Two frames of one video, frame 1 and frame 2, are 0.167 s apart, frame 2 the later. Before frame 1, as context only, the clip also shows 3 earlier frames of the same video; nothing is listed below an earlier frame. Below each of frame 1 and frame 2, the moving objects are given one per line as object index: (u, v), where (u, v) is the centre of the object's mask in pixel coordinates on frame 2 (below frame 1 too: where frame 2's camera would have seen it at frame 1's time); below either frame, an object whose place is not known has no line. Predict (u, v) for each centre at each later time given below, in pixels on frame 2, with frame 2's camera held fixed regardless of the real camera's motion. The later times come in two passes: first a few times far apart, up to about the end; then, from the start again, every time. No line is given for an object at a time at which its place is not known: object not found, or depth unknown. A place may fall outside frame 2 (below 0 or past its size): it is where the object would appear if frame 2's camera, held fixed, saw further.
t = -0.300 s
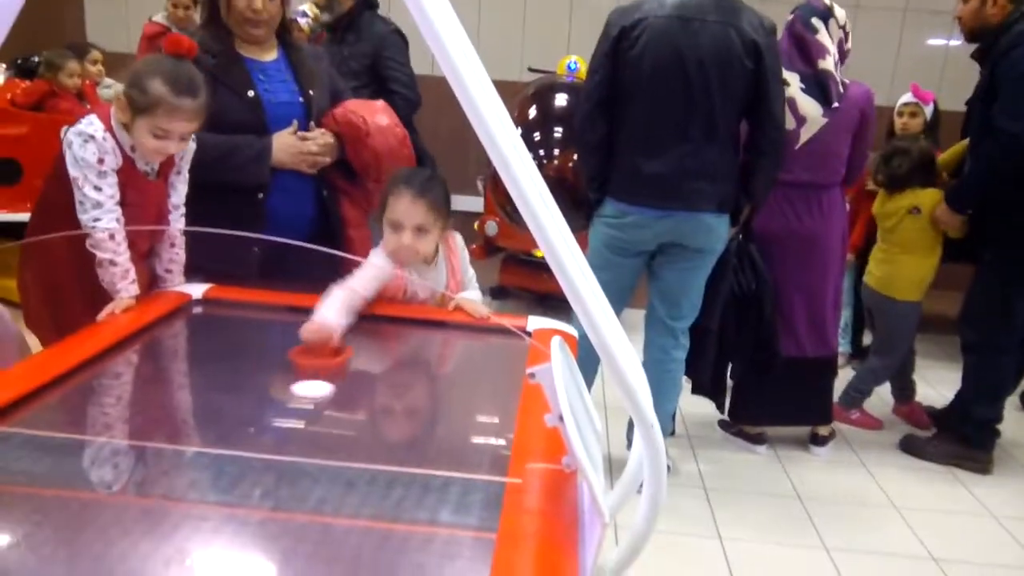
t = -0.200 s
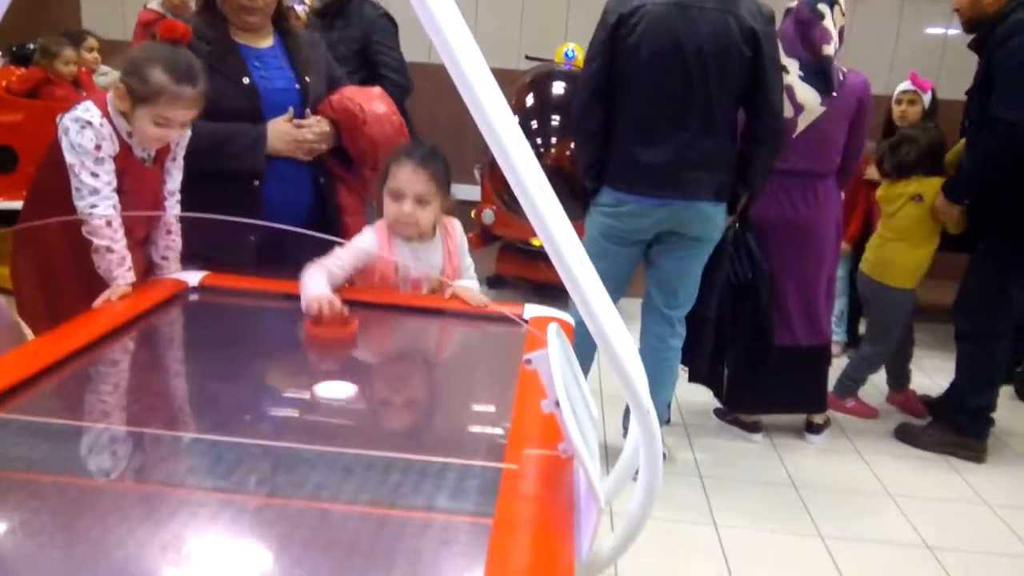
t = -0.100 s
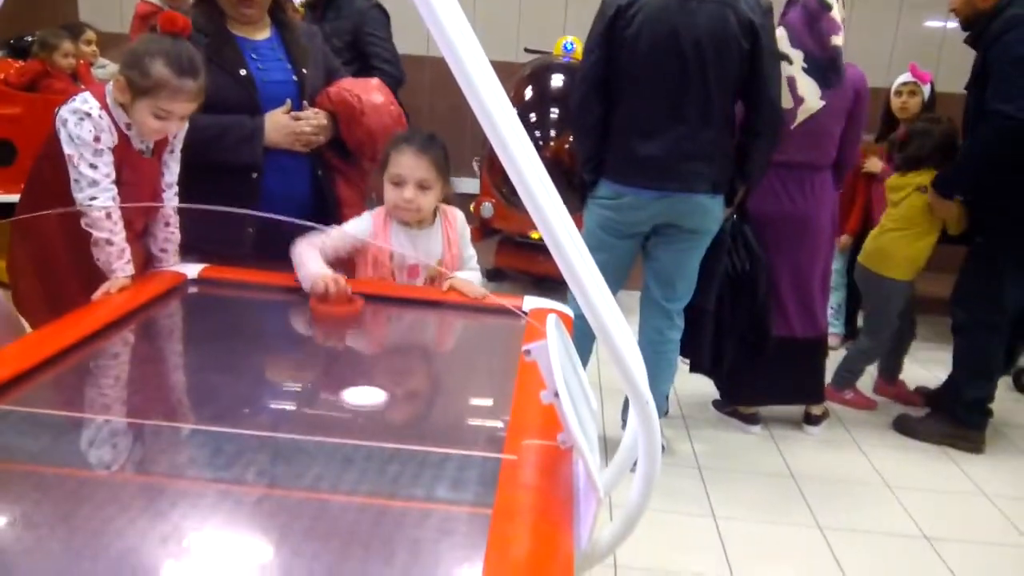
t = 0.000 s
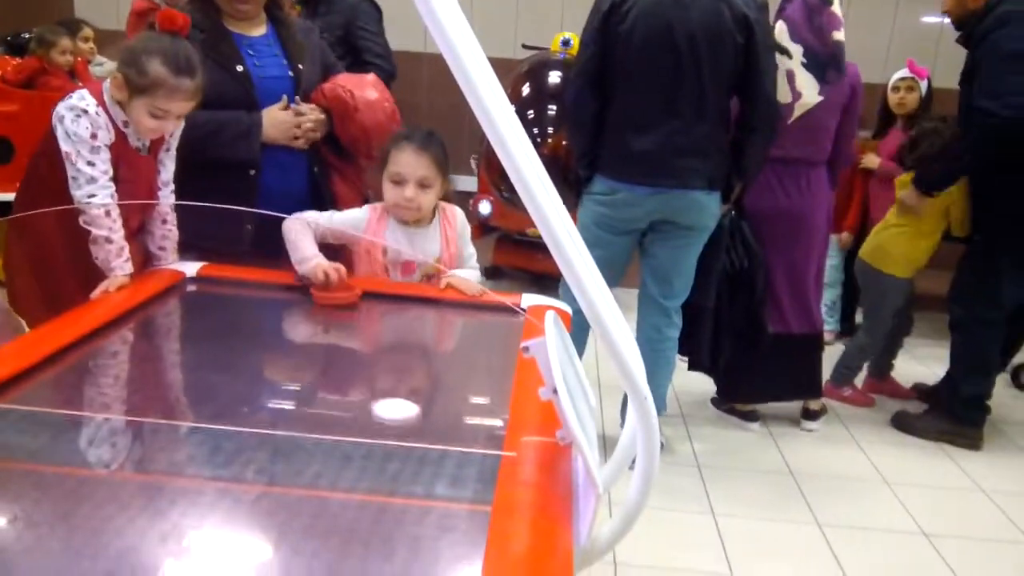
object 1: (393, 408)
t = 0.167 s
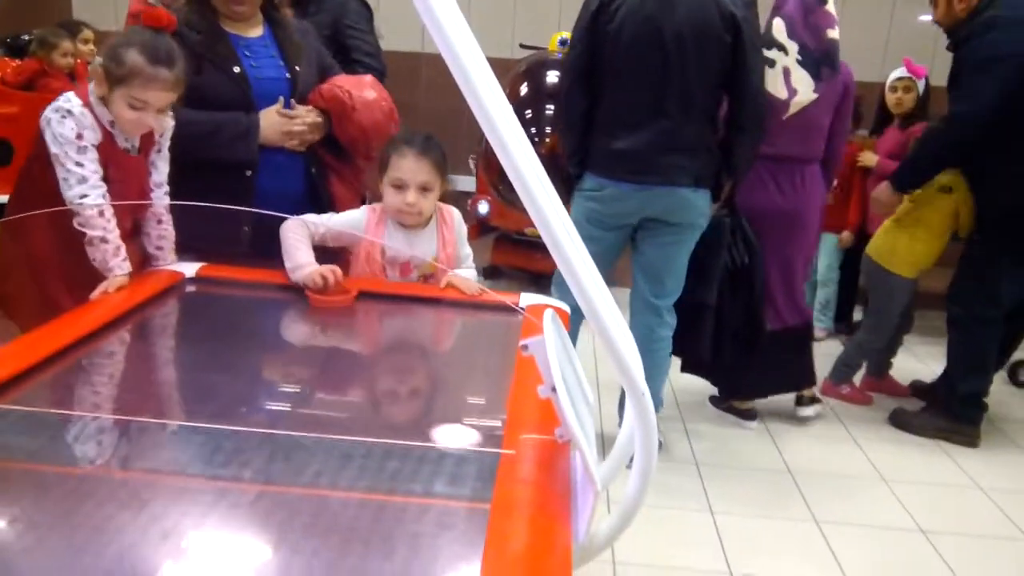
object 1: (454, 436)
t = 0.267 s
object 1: (486, 454)
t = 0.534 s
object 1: (390, 470)
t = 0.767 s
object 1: (287, 486)
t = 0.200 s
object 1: (468, 442)
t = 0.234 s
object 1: (479, 448)
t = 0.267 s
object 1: (486, 454)
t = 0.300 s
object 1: (481, 456)
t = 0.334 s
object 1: (472, 457)
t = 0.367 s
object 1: (460, 460)
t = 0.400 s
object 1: (446, 462)
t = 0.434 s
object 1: (432, 464)
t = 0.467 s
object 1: (418, 466)
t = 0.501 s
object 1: (404, 468)
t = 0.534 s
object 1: (390, 470)
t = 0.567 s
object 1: (377, 472)
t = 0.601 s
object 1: (361, 475)
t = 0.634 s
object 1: (346, 477)
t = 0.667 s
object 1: (333, 479)
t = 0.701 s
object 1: (318, 481)
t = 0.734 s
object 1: (302, 484)
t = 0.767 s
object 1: (287, 486)
